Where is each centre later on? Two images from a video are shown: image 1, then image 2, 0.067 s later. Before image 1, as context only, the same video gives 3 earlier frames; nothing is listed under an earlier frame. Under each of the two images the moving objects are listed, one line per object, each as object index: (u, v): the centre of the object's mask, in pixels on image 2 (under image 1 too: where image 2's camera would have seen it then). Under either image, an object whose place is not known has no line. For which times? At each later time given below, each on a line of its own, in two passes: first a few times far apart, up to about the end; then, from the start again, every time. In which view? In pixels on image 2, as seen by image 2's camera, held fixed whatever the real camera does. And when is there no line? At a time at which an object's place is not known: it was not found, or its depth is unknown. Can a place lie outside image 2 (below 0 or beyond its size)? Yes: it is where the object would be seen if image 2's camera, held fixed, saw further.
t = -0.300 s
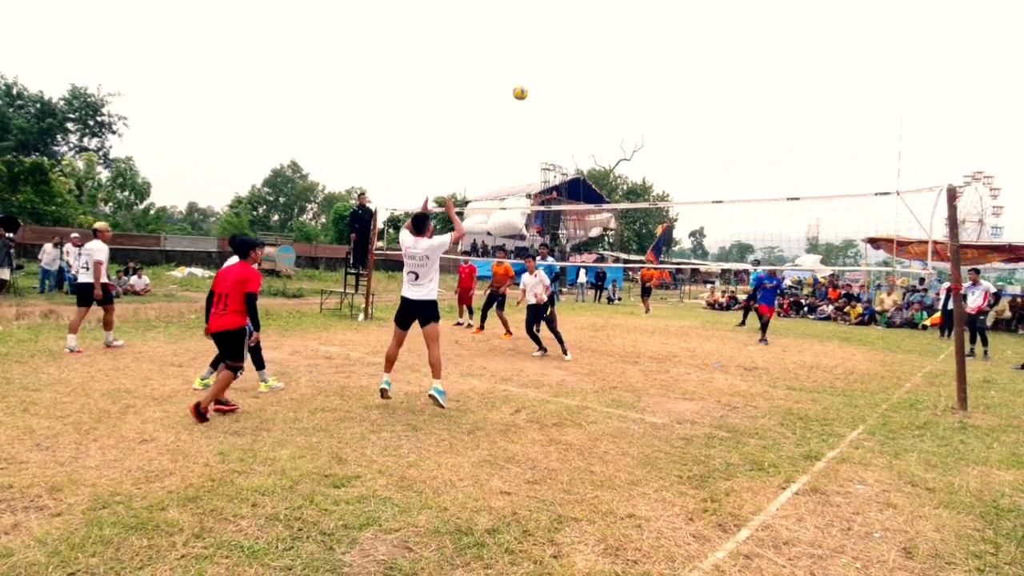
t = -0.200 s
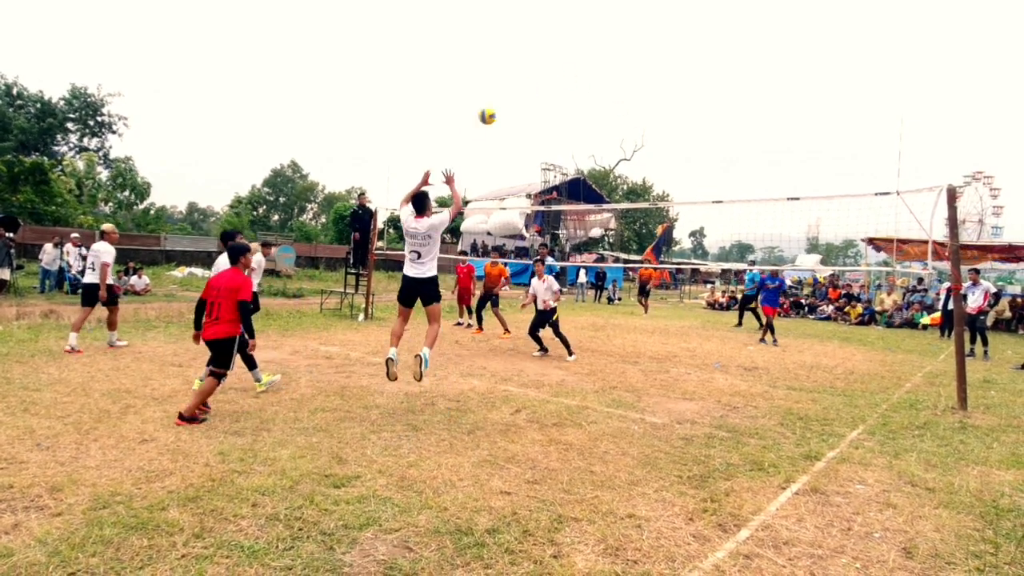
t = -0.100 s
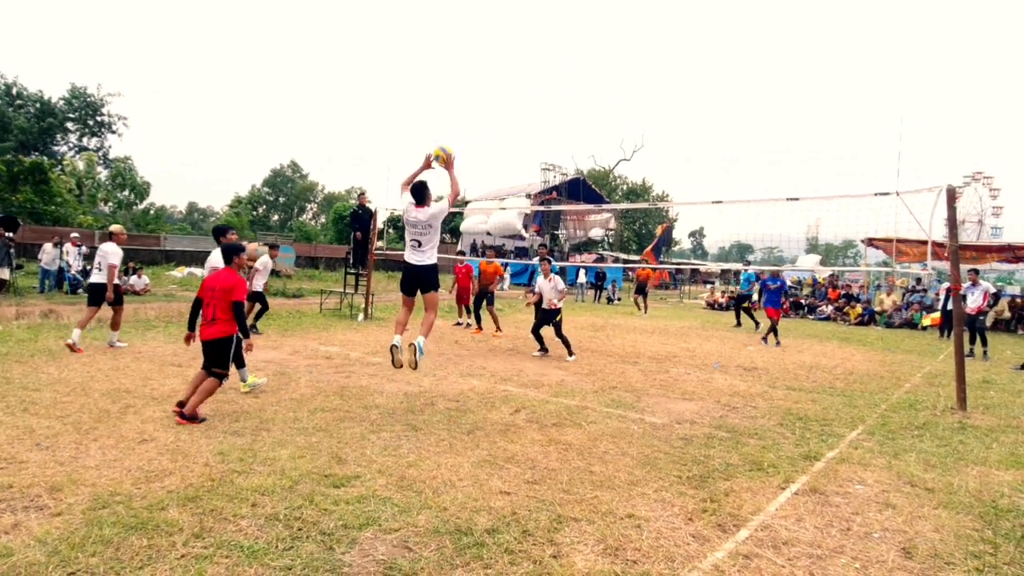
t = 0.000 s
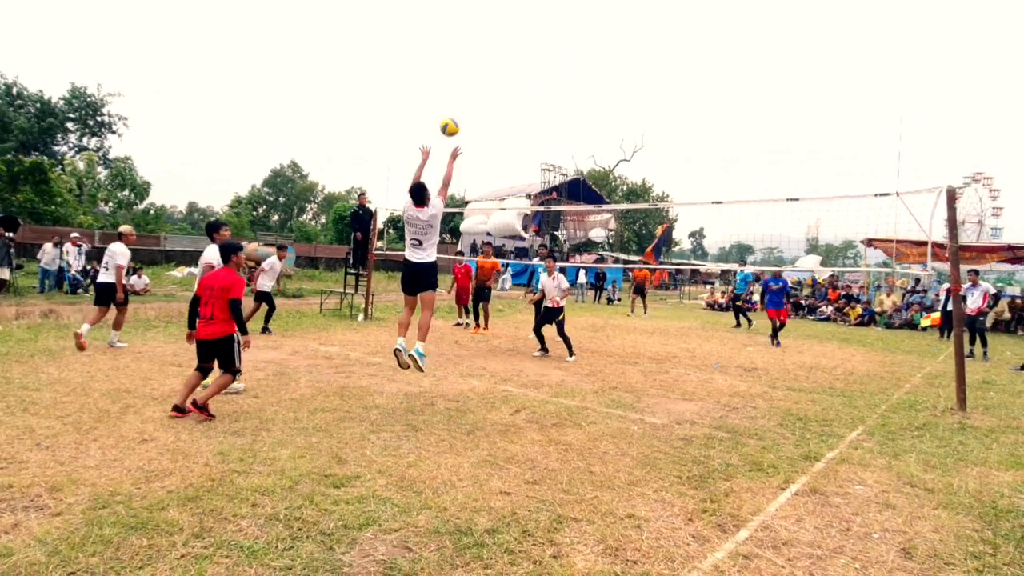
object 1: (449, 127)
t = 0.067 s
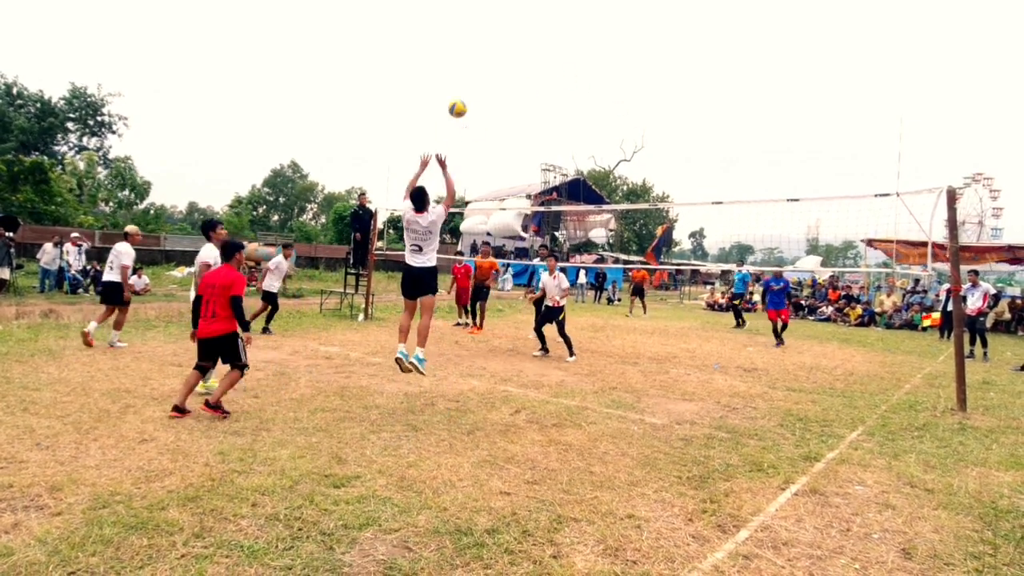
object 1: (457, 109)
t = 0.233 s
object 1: (473, 83)
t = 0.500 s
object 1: (488, 92)
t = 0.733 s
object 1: (495, 138)
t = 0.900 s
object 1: (496, 186)
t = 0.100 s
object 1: (461, 101)
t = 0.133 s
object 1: (464, 95)
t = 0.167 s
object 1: (467, 90)
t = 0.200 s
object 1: (470, 86)
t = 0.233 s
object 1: (473, 83)
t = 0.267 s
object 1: (475, 81)
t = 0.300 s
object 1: (478, 80)
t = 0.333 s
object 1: (480, 80)
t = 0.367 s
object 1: (482, 81)
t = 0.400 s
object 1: (484, 83)
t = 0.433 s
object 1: (485, 85)
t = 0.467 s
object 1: (487, 89)
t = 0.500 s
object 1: (488, 92)
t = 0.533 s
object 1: (490, 97)
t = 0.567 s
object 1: (491, 102)
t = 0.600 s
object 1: (492, 108)
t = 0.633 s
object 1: (493, 115)
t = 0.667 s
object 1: (494, 122)
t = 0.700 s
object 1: (494, 129)
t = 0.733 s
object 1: (495, 138)
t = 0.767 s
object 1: (495, 146)
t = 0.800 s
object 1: (495, 156)
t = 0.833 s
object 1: (496, 165)
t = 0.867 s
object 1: (496, 175)
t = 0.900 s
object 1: (496, 186)
